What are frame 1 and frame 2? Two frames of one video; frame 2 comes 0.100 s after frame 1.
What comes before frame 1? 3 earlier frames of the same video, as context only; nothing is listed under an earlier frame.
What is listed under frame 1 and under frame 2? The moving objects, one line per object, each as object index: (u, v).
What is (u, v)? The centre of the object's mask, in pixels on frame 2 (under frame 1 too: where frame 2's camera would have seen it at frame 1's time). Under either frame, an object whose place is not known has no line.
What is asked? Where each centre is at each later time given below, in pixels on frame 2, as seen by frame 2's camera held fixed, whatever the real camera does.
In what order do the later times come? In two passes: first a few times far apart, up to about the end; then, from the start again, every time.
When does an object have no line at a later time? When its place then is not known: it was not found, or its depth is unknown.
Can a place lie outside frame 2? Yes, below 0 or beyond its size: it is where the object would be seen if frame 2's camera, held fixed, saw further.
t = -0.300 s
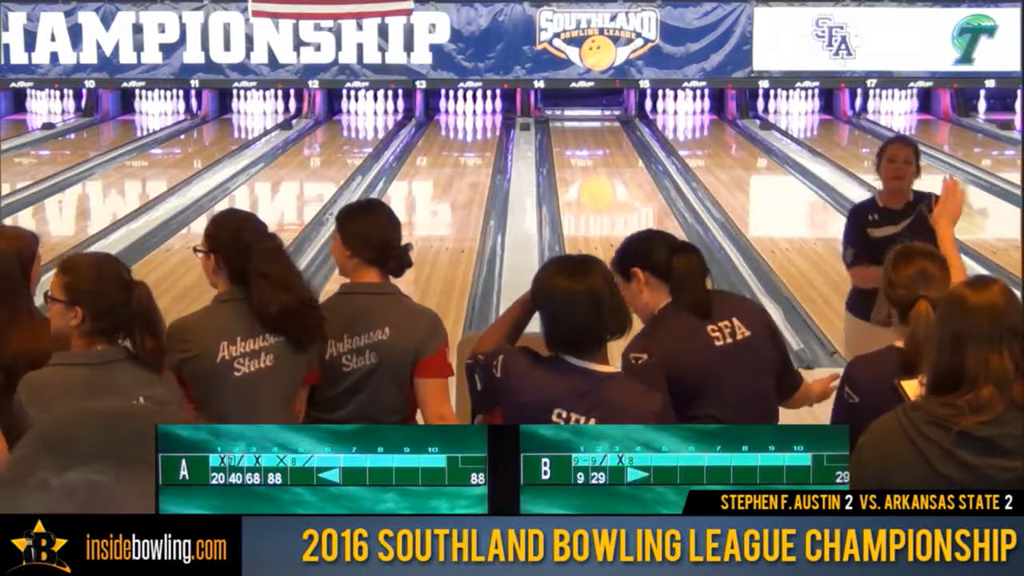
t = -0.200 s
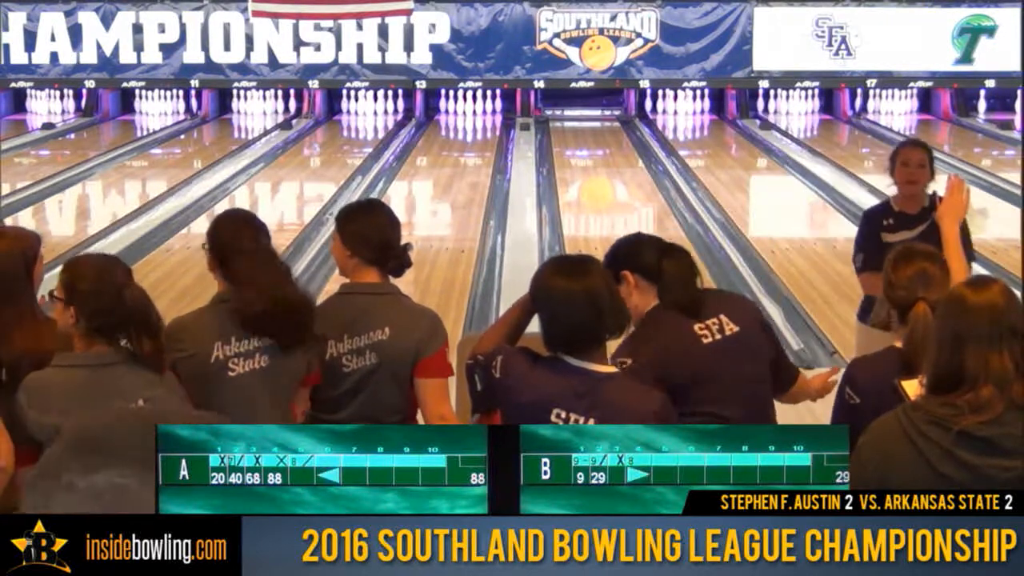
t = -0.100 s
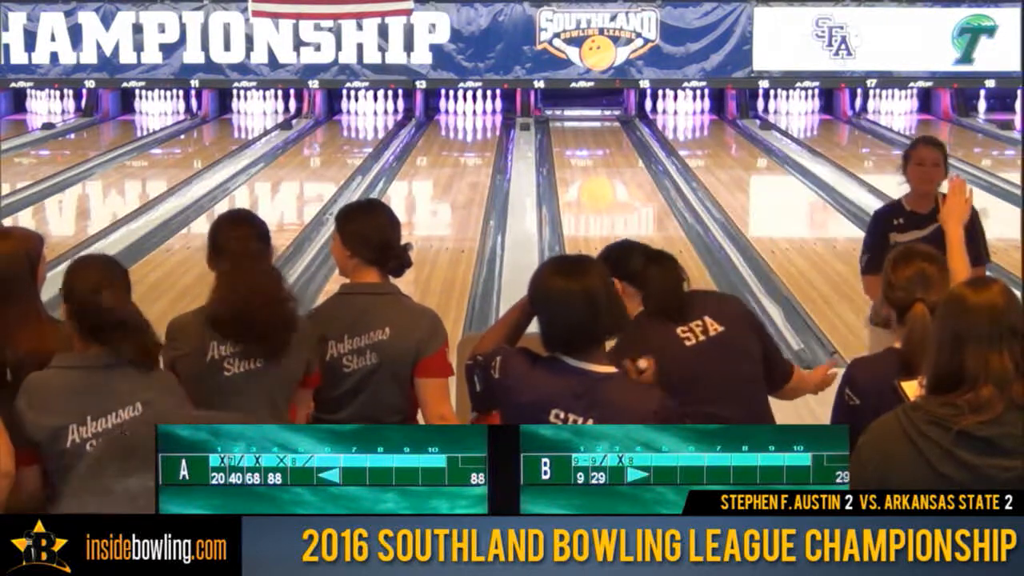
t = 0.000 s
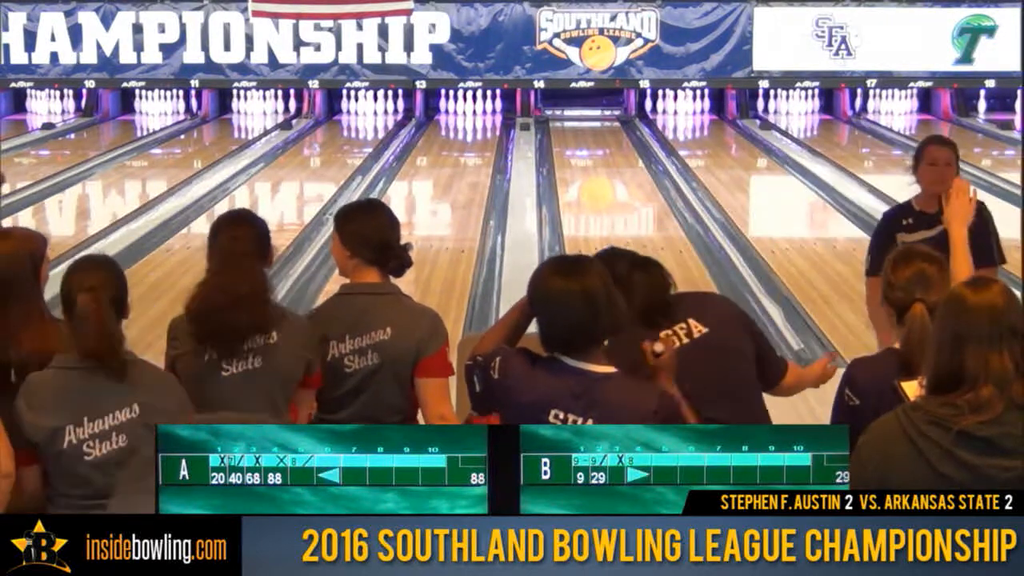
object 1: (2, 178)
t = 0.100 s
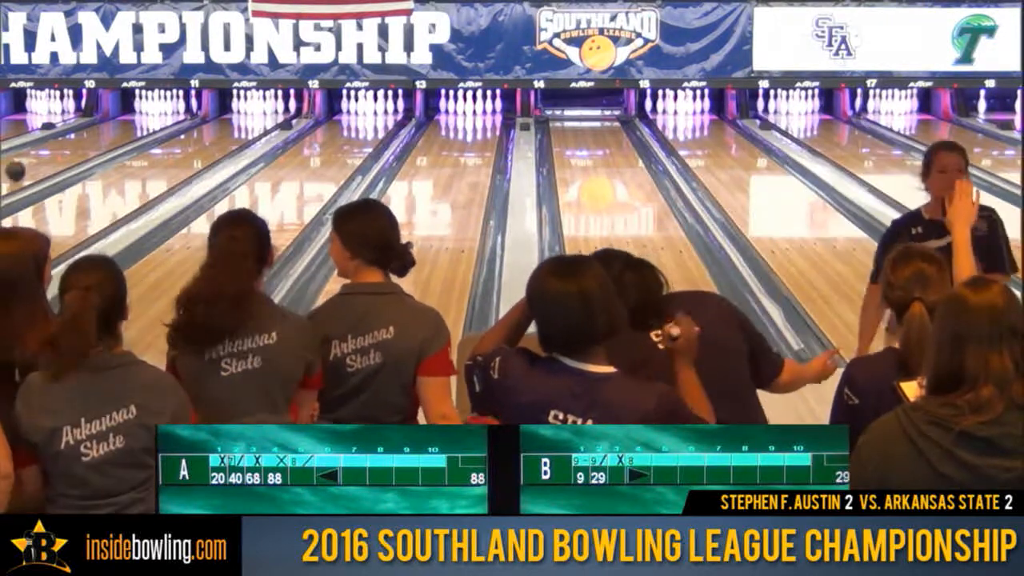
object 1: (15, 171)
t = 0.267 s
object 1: (46, 160)
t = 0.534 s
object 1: (86, 144)
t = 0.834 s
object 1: (120, 131)
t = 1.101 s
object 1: (140, 120)
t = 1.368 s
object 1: (153, 113)
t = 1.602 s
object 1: (165, 107)
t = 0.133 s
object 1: (22, 169)
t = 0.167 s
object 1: (28, 166)
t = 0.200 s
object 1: (34, 164)
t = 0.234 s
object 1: (40, 162)
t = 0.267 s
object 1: (46, 160)
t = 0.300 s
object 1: (51, 158)
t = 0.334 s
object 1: (57, 155)
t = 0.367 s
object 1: (62, 154)
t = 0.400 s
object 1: (67, 151)
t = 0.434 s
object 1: (72, 150)
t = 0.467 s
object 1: (76, 148)
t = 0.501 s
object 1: (81, 146)
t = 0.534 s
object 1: (86, 144)
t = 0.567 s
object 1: (91, 142)
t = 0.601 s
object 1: (94, 141)
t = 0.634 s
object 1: (98, 139)
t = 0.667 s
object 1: (102, 138)
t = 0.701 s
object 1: (106, 136)
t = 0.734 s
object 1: (110, 135)
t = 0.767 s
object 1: (113, 133)
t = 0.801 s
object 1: (117, 132)
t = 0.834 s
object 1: (120, 131)
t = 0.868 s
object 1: (123, 129)
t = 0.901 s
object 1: (126, 128)
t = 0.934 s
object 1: (128, 127)
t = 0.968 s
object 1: (132, 126)
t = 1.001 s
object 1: (134, 125)
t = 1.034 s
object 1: (136, 123)
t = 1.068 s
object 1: (138, 122)
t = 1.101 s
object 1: (140, 120)
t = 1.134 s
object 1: (143, 119)
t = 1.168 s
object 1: (145, 118)
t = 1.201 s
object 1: (146, 117)
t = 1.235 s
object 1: (148, 116)
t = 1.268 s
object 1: (149, 115)
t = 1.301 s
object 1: (151, 115)
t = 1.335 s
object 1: (152, 114)
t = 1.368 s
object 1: (153, 113)
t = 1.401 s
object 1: (155, 112)
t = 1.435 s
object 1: (157, 111)
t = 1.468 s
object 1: (158, 110)
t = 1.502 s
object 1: (160, 109)
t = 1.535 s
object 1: (162, 109)
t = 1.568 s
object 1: (164, 108)
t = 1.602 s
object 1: (165, 107)
